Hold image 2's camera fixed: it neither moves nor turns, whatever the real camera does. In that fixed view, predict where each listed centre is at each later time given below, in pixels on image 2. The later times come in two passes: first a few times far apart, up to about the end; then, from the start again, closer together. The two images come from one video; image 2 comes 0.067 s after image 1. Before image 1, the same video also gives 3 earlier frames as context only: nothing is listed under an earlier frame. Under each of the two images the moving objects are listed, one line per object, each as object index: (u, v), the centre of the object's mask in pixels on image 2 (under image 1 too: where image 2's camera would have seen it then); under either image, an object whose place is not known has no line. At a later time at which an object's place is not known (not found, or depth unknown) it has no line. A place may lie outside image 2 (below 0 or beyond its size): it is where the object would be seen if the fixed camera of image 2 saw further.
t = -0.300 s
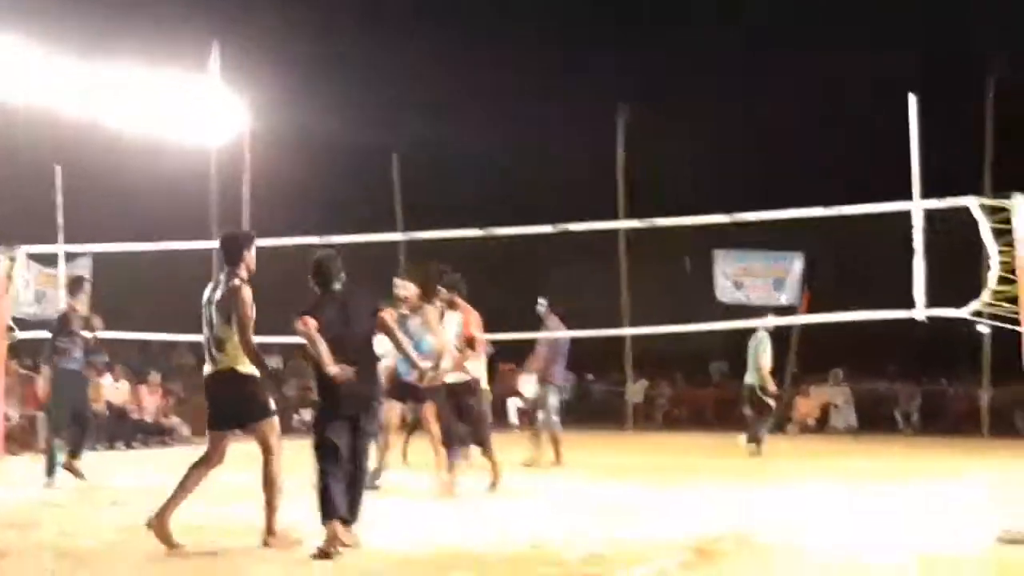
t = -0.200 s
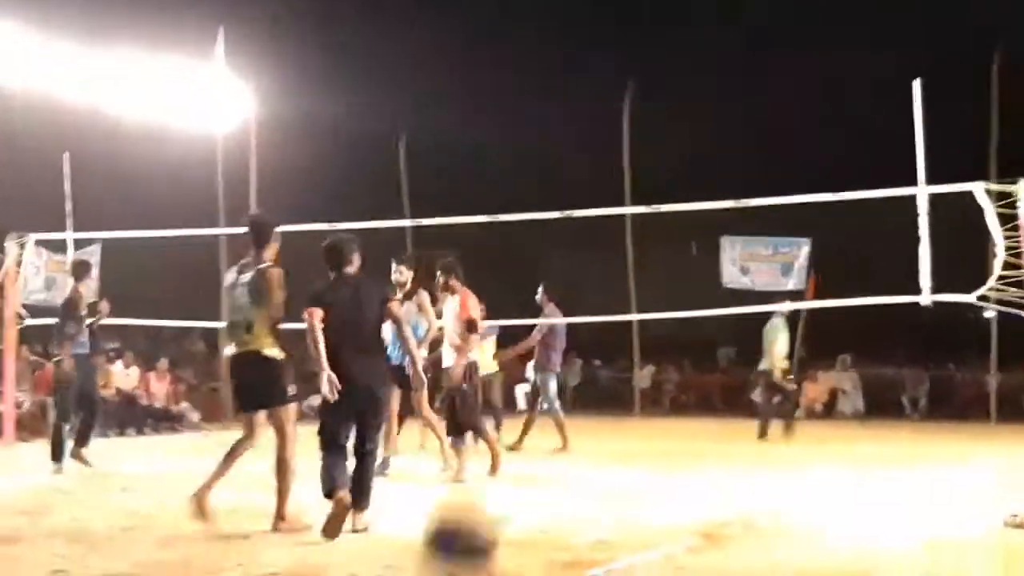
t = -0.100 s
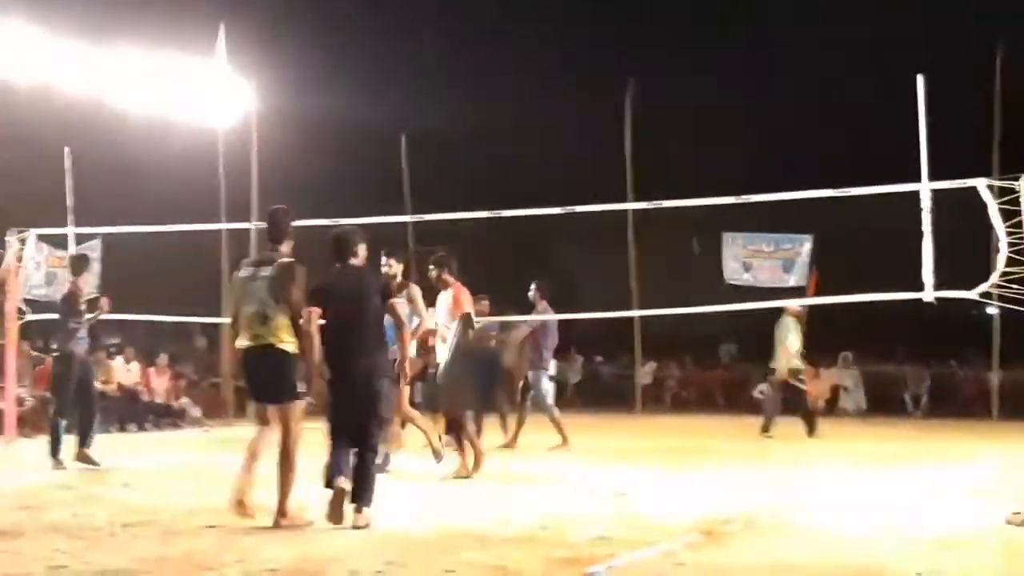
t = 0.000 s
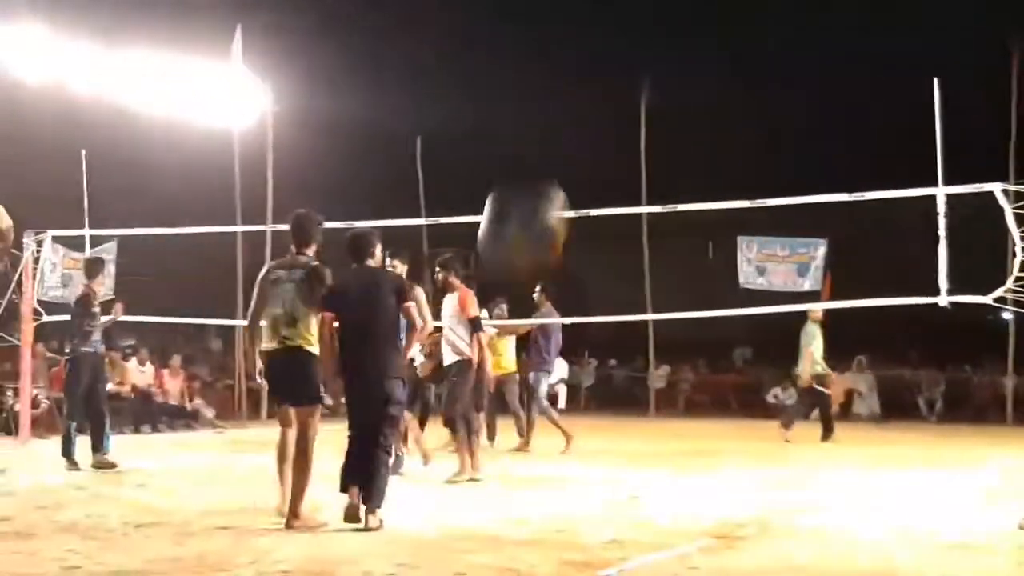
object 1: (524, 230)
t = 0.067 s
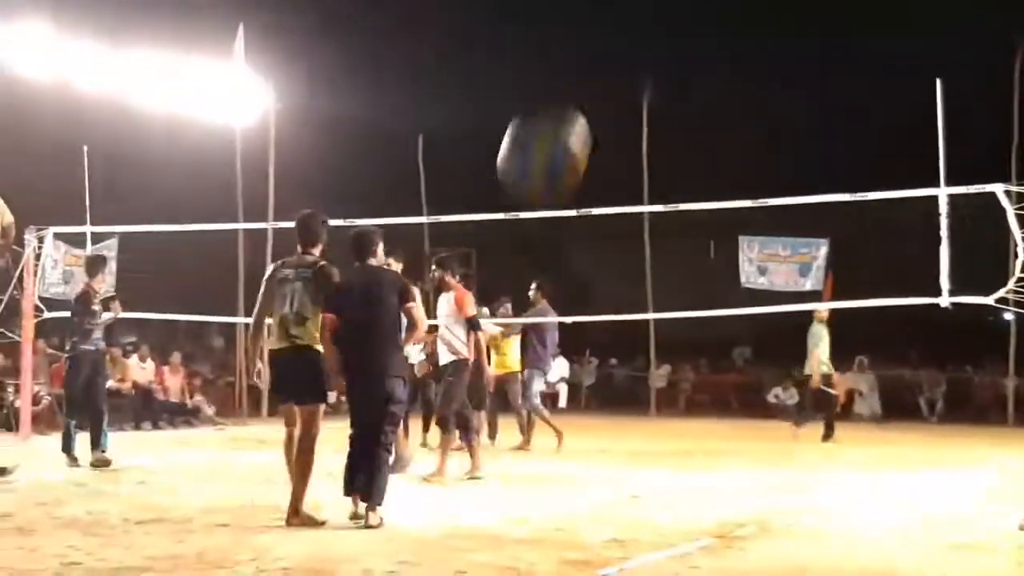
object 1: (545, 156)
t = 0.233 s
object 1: (595, 45)
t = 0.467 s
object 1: (664, 77)
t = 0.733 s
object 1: (740, 375)
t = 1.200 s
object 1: (996, 430)
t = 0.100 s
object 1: (555, 124)
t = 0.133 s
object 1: (564, 99)
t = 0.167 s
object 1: (574, 77)
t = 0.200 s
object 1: (584, 59)
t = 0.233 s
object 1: (595, 45)
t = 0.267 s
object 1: (605, 38)
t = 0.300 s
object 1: (615, 35)
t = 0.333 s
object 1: (624, 36)
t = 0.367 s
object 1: (635, 39)
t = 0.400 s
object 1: (644, 45)
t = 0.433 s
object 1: (654, 59)
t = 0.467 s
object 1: (664, 77)
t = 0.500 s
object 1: (674, 100)
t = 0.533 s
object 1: (683, 130)
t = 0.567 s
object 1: (693, 156)
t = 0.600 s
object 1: (702, 194)
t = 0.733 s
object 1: (740, 375)
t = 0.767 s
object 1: (753, 439)
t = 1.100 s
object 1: (950, 506)
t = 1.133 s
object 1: (977, 474)
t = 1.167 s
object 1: (987, 451)
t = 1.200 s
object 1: (996, 430)
